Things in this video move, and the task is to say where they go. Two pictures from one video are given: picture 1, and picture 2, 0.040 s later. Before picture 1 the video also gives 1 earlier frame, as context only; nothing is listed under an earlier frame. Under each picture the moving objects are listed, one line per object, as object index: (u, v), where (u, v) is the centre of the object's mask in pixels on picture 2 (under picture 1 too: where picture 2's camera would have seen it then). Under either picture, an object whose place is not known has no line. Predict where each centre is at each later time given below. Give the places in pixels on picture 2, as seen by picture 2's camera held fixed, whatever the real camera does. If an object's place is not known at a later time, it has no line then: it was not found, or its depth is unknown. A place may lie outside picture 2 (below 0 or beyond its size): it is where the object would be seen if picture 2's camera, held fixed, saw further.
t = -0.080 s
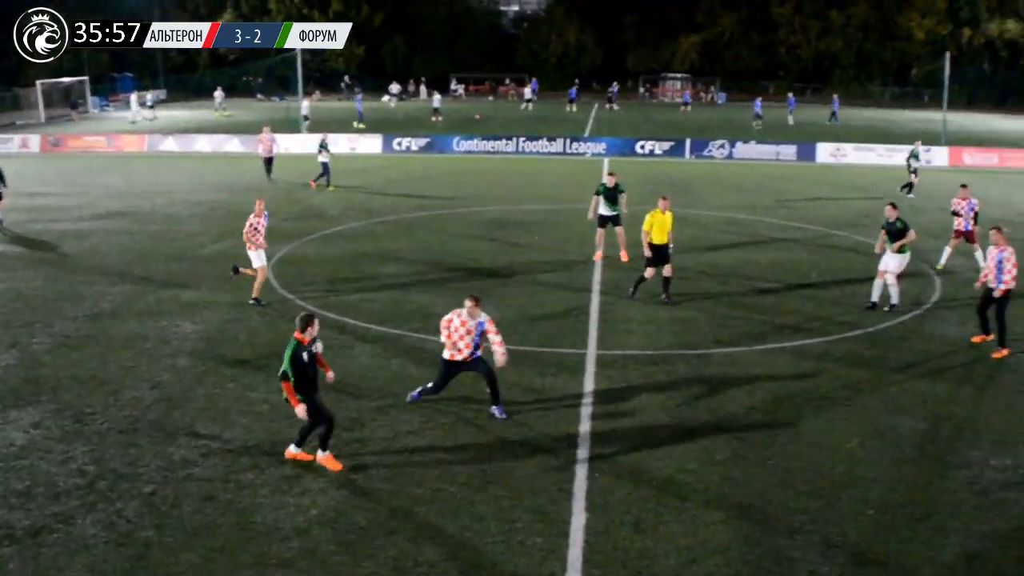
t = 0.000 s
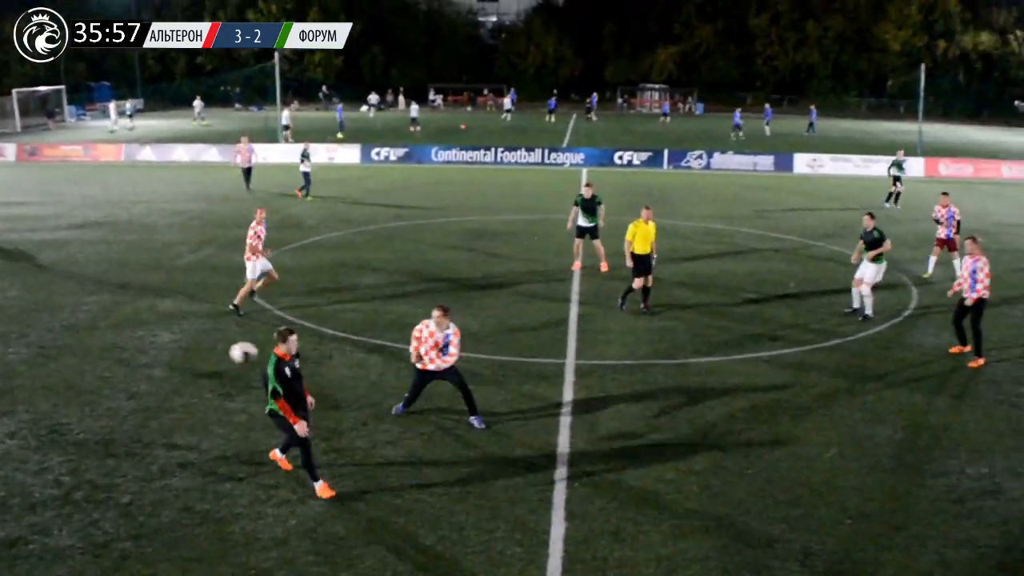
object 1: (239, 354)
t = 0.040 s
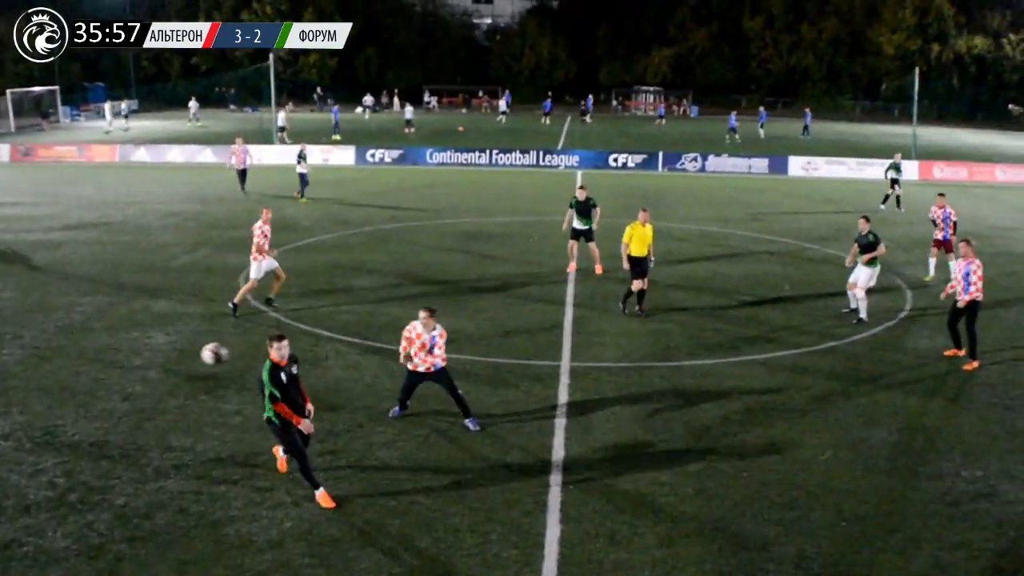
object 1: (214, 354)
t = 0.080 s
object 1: (189, 355)
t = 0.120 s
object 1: (164, 357)
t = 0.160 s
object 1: (137, 361)
